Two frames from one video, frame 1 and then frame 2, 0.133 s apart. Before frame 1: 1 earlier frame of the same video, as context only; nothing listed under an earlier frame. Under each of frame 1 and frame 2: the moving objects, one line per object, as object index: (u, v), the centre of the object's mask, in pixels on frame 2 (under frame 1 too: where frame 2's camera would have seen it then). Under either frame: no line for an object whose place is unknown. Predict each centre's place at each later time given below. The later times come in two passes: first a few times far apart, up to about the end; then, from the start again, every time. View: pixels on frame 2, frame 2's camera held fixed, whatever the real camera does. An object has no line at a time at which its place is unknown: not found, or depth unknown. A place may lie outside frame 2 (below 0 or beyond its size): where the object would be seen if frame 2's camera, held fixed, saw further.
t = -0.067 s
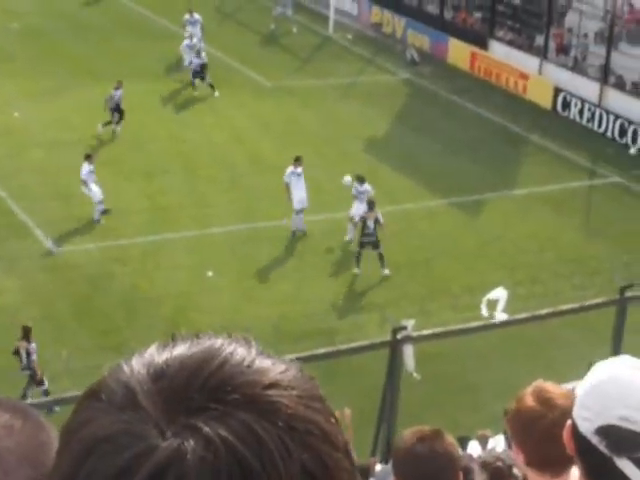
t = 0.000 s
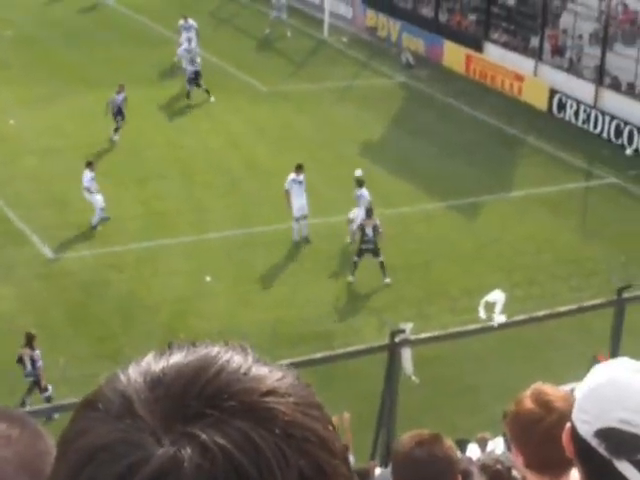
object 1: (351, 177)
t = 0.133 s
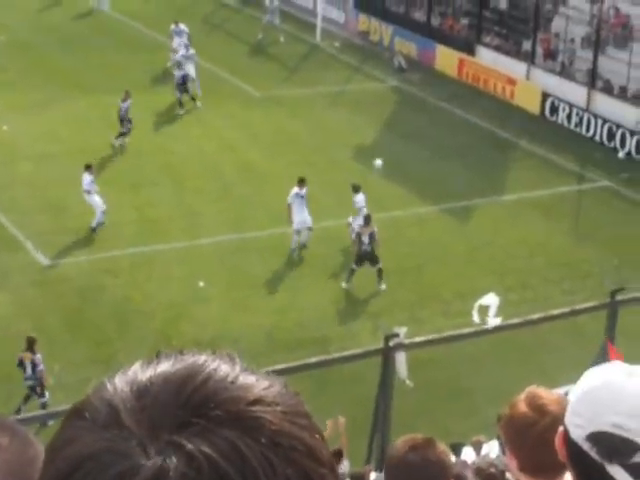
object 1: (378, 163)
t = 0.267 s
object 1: (402, 155)
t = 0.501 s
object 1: (439, 157)
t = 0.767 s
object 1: (474, 183)
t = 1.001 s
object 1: (487, 174)
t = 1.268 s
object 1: (492, 155)
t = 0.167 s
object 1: (384, 160)
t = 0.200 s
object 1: (390, 158)
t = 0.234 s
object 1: (396, 156)
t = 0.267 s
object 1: (402, 155)
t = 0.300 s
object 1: (407, 154)
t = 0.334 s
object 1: (413, 154)
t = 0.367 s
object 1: (418, 154)
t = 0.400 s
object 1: (423, 154)
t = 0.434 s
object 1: (429, 154)
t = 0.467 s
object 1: (434, 156)
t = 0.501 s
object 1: (439, 157)
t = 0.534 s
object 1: (444, 159)
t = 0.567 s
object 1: (449, 161)
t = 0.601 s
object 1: (453, 164)
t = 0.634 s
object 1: (458, 168)
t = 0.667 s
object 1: (462, 170)
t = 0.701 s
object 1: (466, 175)
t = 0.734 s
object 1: (470, 178)
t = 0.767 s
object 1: (474, 183)
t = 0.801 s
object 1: (478, 188)
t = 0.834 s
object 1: (482, 192)
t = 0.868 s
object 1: (485, 193)
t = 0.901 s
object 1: (485, 187)
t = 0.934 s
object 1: (486, 183)
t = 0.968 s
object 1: (487, 178)
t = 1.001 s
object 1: (487, 174)
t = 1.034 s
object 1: (488, 170)
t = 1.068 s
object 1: (489, 167)
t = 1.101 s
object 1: (489, 164)
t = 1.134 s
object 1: (490, 161)
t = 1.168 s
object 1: (490, 159)
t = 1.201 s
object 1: (491, 157)
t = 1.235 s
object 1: (491, 156)
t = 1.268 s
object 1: (492, 155)
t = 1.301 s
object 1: (492, 155)
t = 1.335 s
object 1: (492, 155)
